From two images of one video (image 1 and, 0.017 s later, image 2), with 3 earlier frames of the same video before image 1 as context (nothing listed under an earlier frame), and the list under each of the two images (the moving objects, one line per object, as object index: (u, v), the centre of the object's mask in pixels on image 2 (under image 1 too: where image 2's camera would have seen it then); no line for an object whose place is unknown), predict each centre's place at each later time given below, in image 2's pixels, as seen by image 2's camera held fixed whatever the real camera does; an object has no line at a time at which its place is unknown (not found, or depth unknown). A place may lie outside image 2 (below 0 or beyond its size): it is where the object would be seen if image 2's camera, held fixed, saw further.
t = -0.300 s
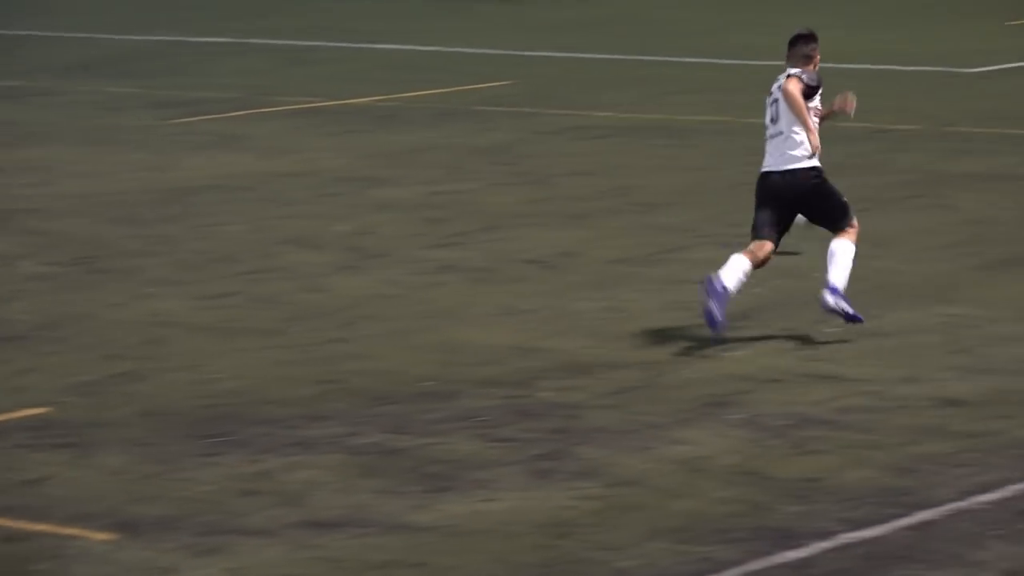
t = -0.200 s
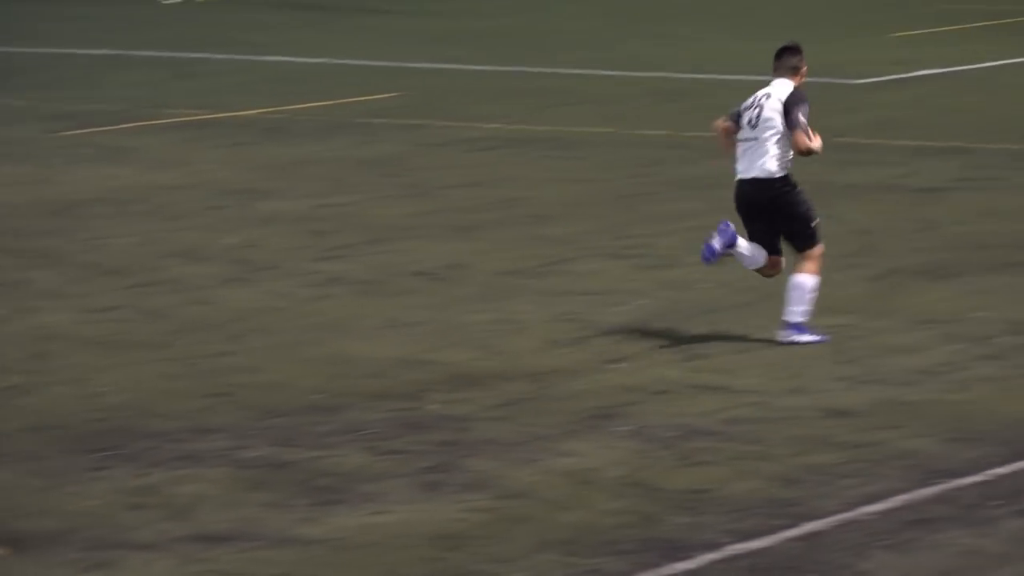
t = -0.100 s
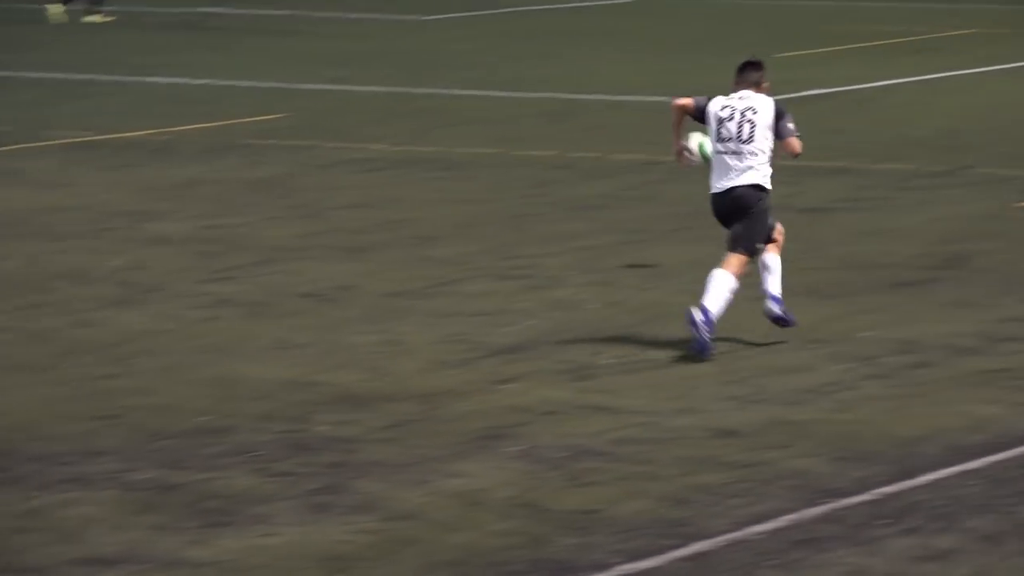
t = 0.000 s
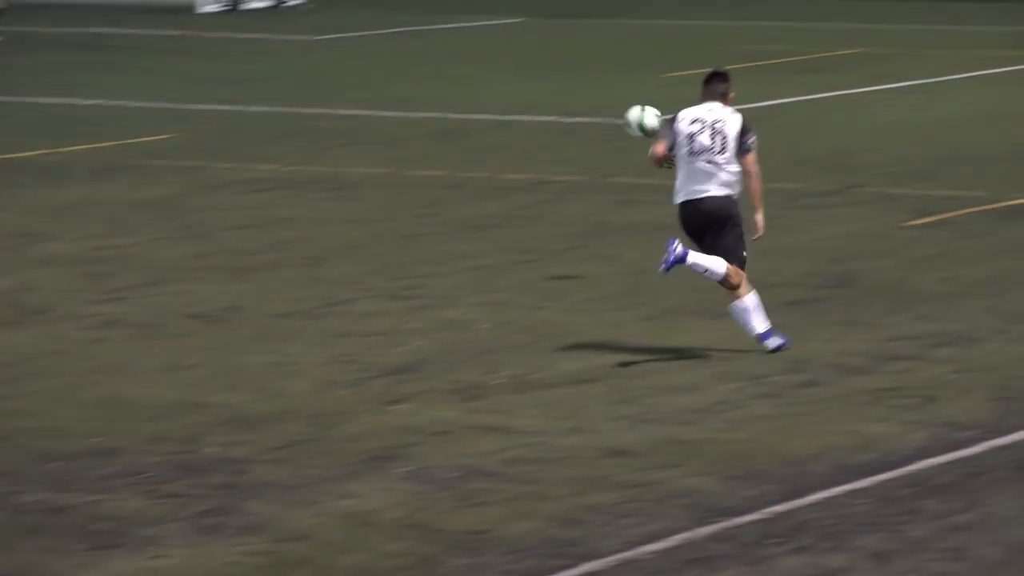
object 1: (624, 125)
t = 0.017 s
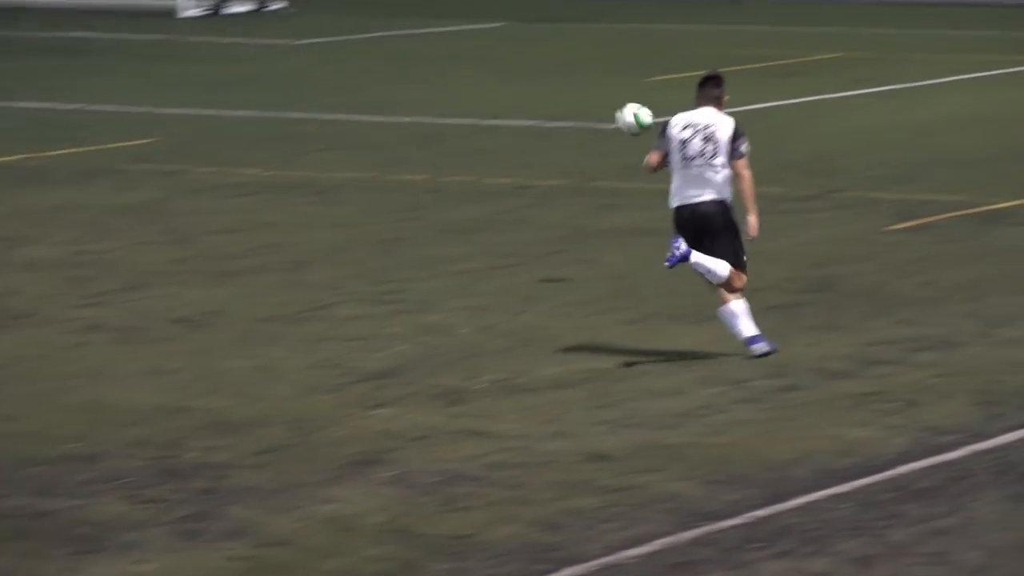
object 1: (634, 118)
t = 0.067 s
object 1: (657, 103)
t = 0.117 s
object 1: (678, 90)
